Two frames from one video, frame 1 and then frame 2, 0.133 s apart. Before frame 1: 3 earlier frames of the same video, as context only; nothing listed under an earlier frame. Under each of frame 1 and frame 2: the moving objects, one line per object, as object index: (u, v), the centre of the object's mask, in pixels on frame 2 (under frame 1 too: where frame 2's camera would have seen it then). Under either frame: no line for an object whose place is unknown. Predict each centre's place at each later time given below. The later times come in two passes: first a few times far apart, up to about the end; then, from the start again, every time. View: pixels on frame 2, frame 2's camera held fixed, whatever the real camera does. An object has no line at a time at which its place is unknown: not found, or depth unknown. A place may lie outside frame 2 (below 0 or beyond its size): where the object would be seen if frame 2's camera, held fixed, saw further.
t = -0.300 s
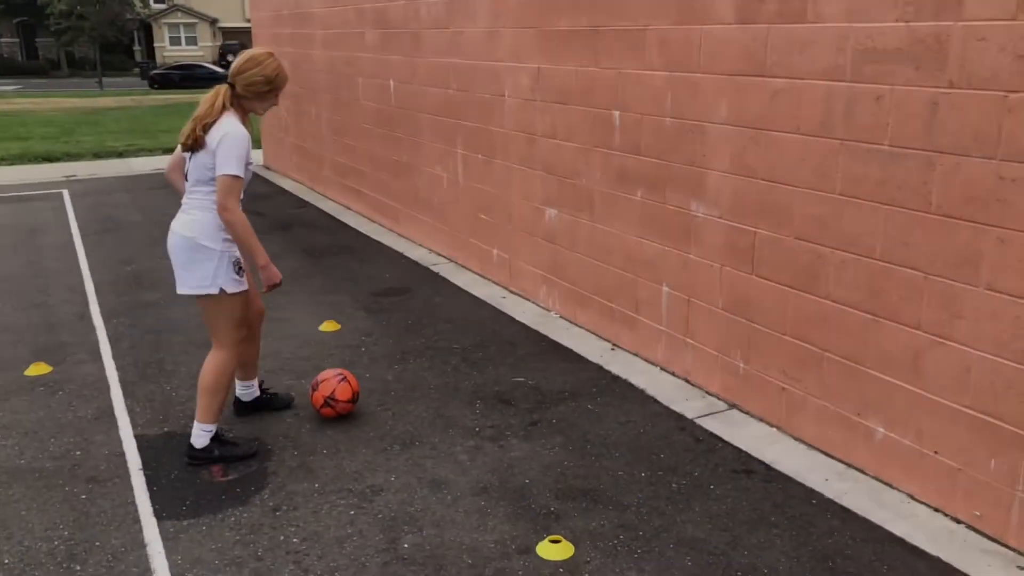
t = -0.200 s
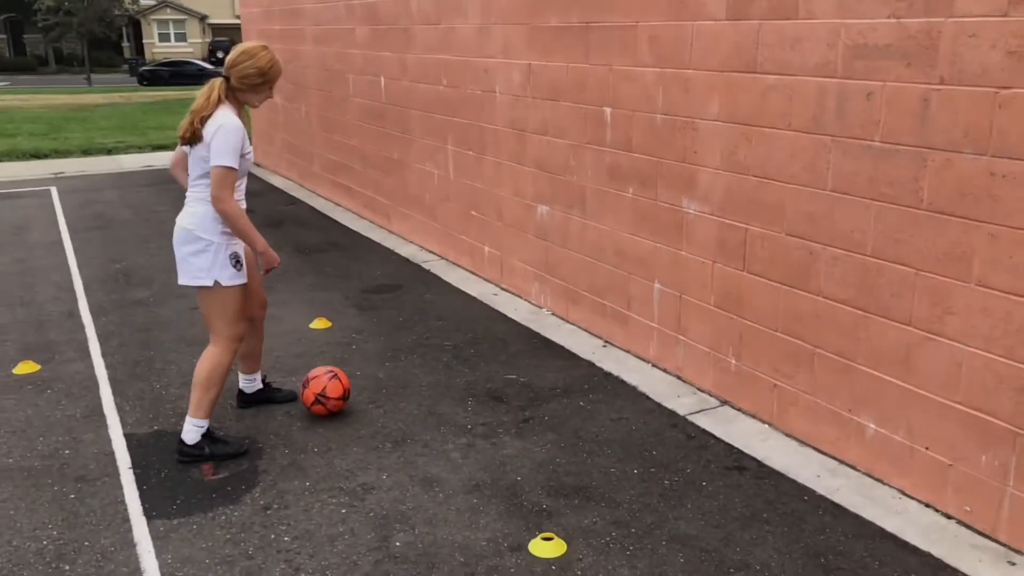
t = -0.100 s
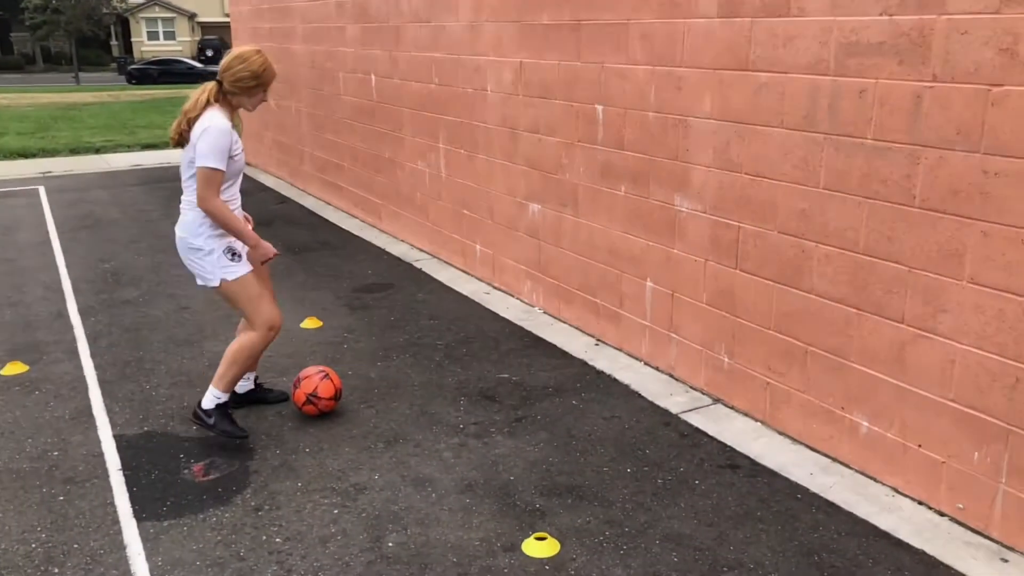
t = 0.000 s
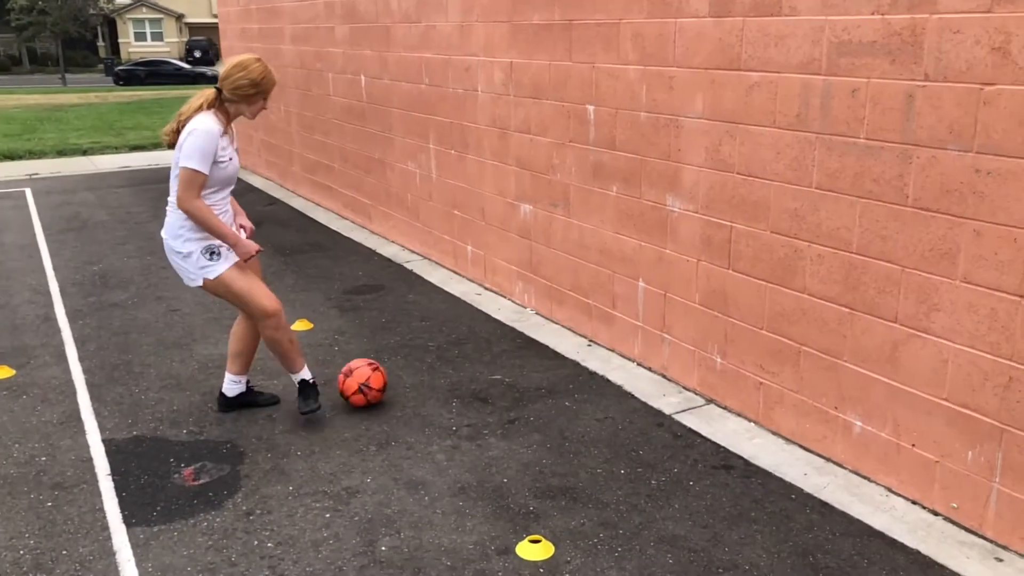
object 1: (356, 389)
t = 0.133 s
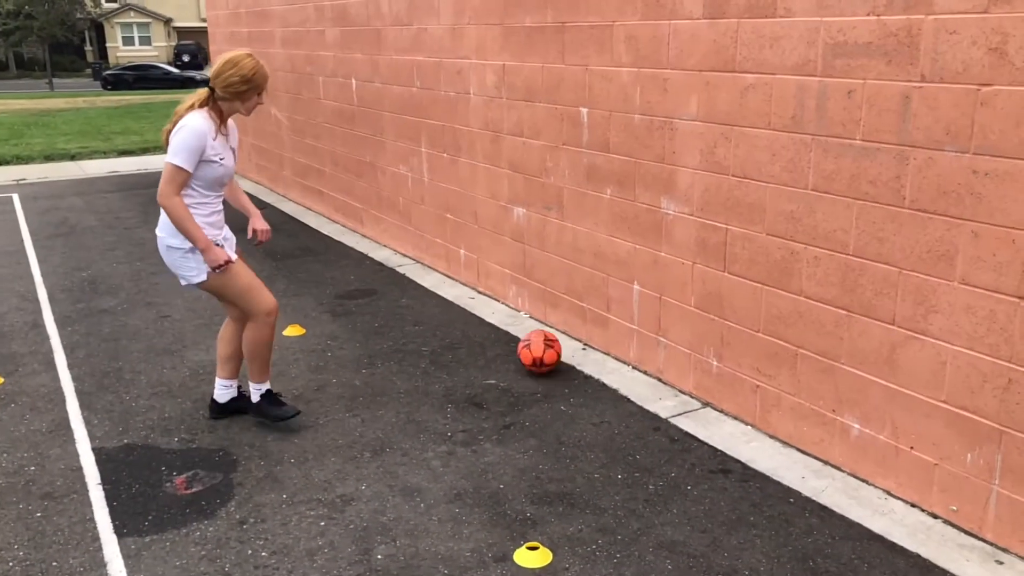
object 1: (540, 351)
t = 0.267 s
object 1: (545, 351)
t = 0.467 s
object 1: (404, 394)
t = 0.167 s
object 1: (576, 344)
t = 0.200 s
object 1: (595, 340)
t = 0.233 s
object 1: (570, 343)
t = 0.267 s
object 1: (545, 351)
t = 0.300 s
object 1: (519, 362)
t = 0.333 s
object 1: (495, 367)
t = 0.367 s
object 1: (471, 373)
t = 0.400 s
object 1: (448, 382)
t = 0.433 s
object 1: (425, 390)
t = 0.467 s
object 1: (404, 394)
